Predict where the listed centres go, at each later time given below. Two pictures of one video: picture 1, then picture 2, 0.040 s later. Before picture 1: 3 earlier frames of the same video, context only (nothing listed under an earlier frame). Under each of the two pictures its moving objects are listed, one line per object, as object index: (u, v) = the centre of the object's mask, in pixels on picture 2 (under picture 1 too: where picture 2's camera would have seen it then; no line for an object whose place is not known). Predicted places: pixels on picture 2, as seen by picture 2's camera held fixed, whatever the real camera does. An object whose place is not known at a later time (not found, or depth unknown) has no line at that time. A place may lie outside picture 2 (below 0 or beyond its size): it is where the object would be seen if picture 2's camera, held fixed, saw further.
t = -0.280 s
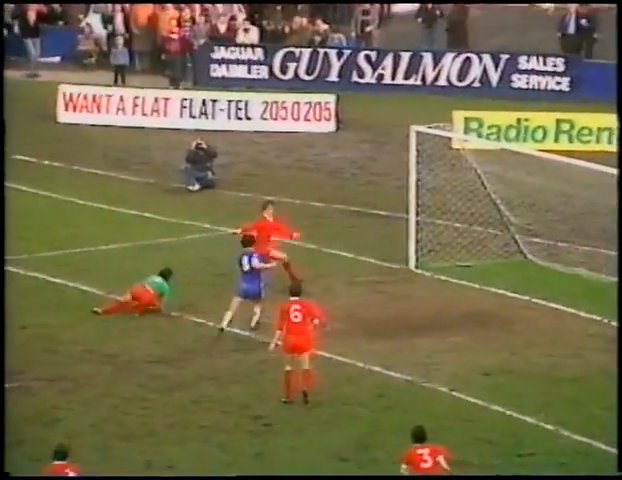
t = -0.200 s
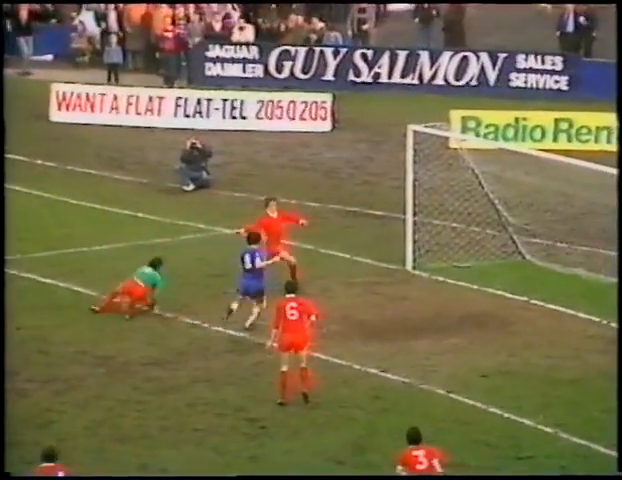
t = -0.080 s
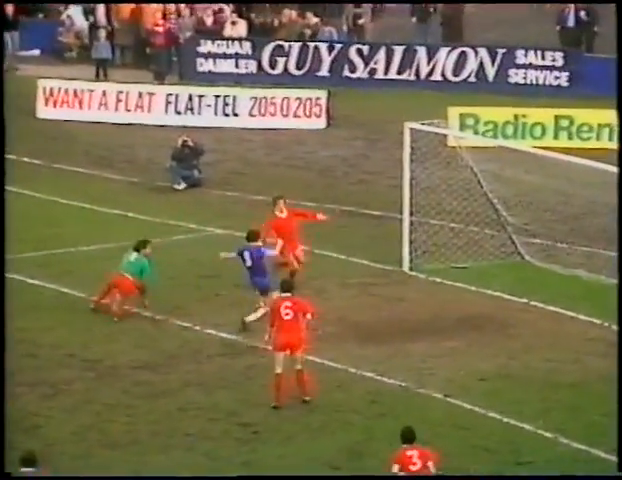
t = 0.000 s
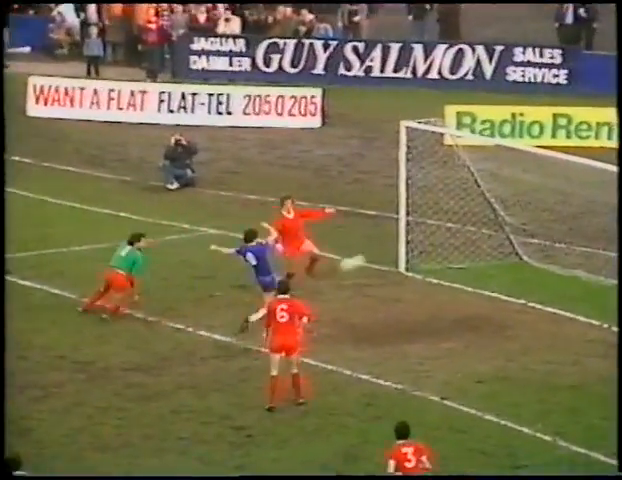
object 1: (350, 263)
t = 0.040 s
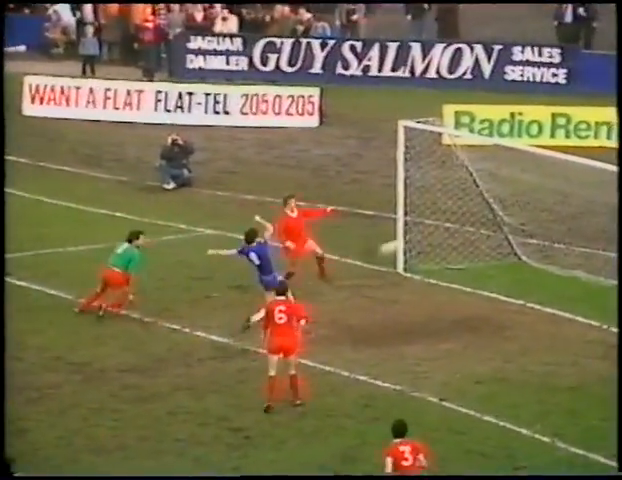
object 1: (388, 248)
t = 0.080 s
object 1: (436, 231)
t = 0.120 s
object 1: (478, 217)
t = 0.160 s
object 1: (521, 204)
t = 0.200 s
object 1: (563, 192)
